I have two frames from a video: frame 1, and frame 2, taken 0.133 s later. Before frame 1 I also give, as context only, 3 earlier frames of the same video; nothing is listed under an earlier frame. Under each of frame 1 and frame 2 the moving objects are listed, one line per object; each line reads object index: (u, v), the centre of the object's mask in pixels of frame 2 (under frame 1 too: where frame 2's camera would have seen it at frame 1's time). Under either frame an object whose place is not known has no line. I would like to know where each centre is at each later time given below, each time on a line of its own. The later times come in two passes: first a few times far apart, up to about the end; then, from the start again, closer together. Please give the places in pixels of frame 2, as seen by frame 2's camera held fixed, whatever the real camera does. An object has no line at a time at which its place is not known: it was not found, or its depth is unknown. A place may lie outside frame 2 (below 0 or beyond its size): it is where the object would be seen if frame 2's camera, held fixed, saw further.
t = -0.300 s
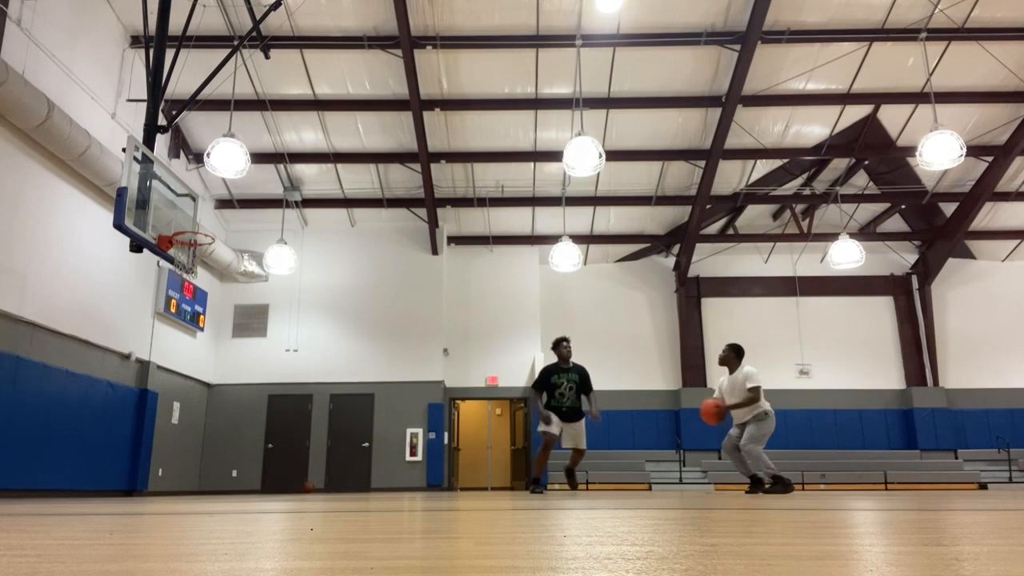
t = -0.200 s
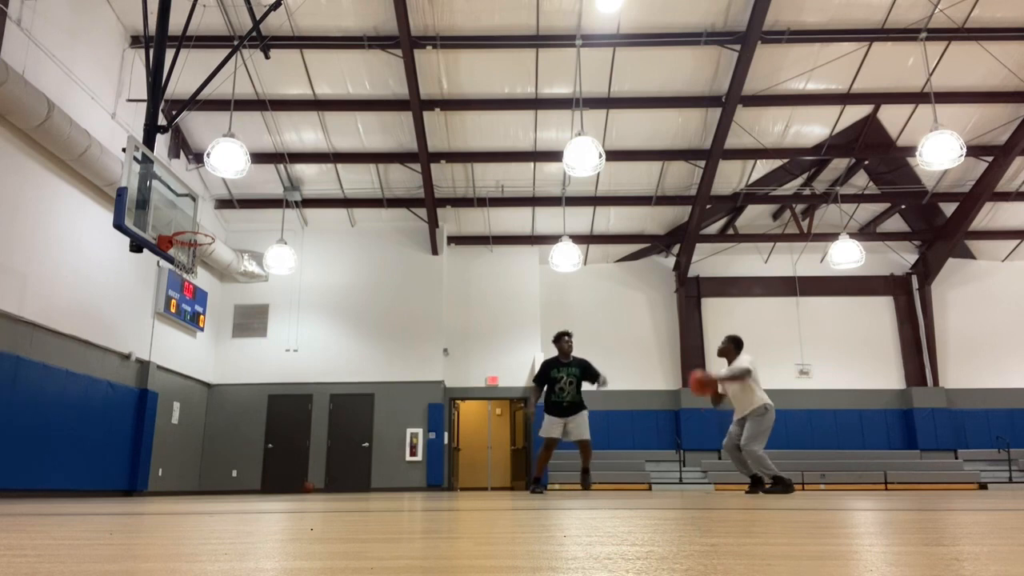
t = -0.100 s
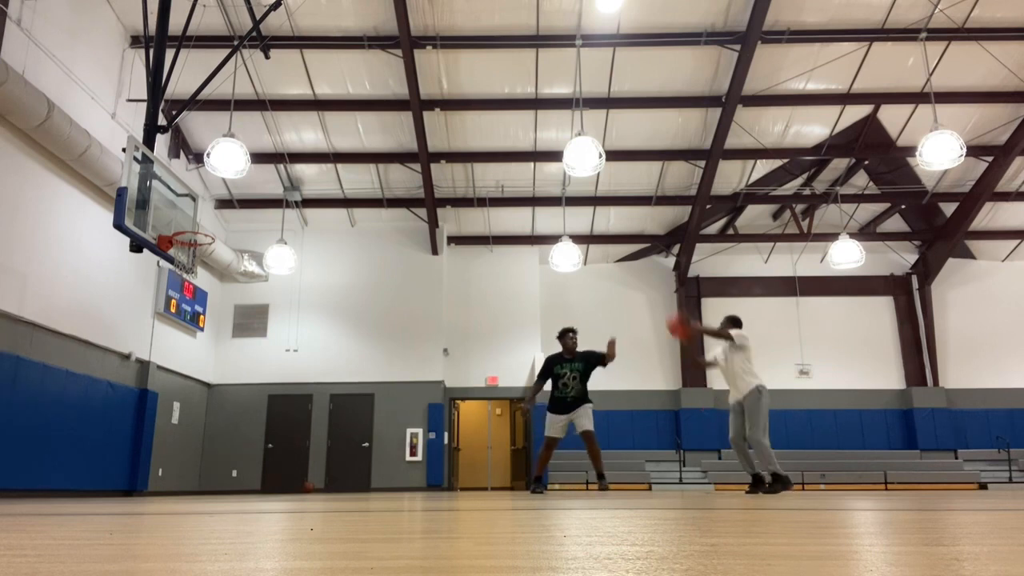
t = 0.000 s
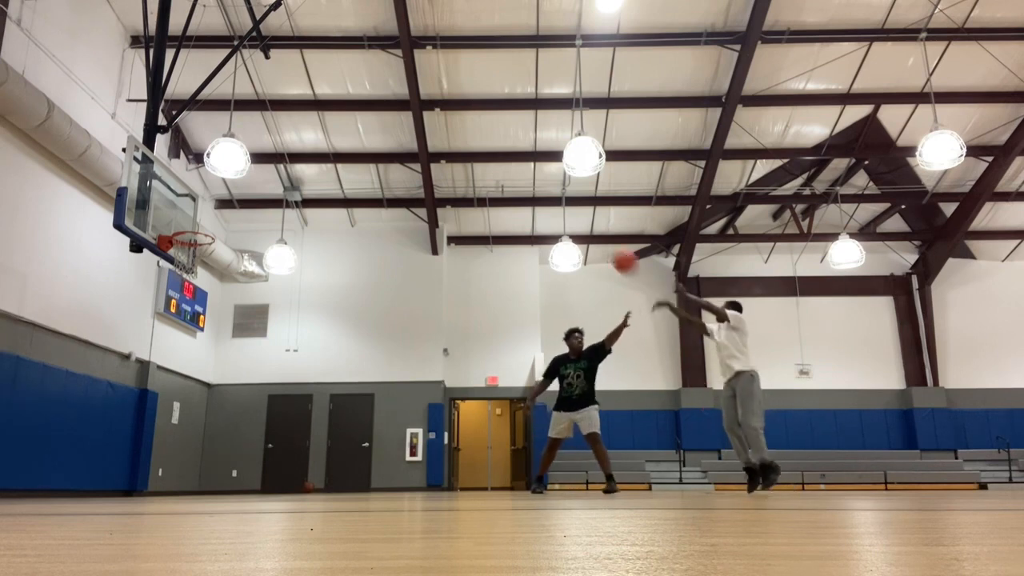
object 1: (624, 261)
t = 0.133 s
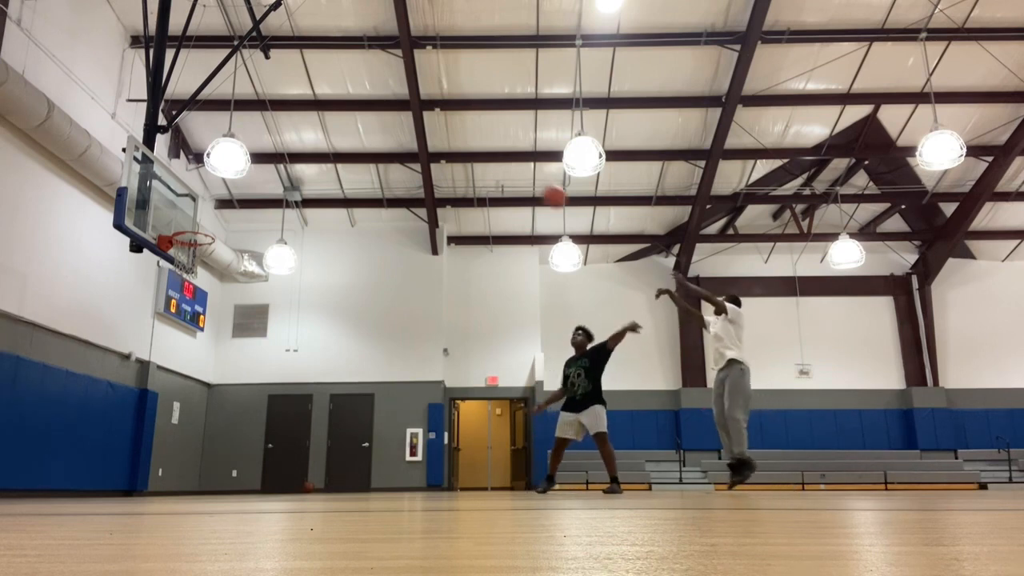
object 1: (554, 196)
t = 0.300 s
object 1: (478, 144)
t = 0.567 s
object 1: (372, 112)
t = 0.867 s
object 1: (265, 141)
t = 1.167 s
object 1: (183, 225)
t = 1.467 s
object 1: (190, 235)
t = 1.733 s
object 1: (212, 249)
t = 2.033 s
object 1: (226, 323)
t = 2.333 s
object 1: (233, 461)
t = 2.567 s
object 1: (246, 418)
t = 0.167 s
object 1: (538, 184)
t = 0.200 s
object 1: (522, 171)
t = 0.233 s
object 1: (507, 161)
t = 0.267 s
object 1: (492, 153)
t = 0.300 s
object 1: (478, 144)
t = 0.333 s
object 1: (462, 137)
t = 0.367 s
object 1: (450, 130)
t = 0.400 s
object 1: (437, 125)
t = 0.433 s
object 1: (422, 121)
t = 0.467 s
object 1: (411, 117)
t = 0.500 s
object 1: (397, 115)
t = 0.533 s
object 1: (384, 113)
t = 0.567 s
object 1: (372, 112)
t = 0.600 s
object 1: (359, 112)
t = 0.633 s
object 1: (348, 113)
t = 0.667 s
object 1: (335, 115)
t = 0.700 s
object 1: (323, 117)
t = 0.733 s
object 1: (311, 121)
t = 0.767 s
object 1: (299, 125)
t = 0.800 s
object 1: (288, 130)
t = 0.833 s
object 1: (277, 135)
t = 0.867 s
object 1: (265, 141)
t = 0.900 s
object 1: (254, 148)
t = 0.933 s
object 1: (243, 156)
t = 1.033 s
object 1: (207, 183)
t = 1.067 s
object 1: (196, 194)
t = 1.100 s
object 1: (185, 204)
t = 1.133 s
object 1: (175, 216)
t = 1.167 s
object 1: (183, 225)
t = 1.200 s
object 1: (193, 237)
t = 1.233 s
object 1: (201, 241)
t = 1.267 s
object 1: (202, 240)
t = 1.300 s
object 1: (196, 237)
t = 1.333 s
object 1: (188, 236)
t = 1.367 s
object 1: (183, 235)
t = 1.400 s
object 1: (183, 235)
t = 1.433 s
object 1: (186, 236)
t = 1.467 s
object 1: (190, 235)
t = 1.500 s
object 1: (195, 235)
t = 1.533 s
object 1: (198, 234)
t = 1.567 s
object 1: (201, 235)
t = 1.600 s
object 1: (203, 237)
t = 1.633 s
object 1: (206, 238)
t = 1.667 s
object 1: (208, 241)
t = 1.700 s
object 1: (210, 244)
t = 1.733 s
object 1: (212, 249)
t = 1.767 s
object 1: (214, 254)
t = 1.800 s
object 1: (216, 260)
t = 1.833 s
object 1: (217, 267)
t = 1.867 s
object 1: (219, 275)
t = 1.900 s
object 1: (221, 282)
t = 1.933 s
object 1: (222, 292)
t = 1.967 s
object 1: (224, 301)
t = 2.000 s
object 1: (225, 312)
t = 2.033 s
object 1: (226, 323)
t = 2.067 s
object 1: (227, 335)
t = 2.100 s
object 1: (228, 348)
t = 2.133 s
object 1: (229, 362)
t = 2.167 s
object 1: (230, 377)
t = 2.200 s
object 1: (231, 393)
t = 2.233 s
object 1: (232, 409)
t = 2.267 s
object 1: (232, 425)
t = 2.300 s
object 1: (233, 443)
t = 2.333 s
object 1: (233, 461)
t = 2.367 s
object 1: (234, 481)
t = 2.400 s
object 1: (235, 478)
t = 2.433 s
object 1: (238, 464)
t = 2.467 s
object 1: (241, 451)
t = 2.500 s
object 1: (242, 438)
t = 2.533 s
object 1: (244, 427)
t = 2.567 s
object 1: (246, 418)
